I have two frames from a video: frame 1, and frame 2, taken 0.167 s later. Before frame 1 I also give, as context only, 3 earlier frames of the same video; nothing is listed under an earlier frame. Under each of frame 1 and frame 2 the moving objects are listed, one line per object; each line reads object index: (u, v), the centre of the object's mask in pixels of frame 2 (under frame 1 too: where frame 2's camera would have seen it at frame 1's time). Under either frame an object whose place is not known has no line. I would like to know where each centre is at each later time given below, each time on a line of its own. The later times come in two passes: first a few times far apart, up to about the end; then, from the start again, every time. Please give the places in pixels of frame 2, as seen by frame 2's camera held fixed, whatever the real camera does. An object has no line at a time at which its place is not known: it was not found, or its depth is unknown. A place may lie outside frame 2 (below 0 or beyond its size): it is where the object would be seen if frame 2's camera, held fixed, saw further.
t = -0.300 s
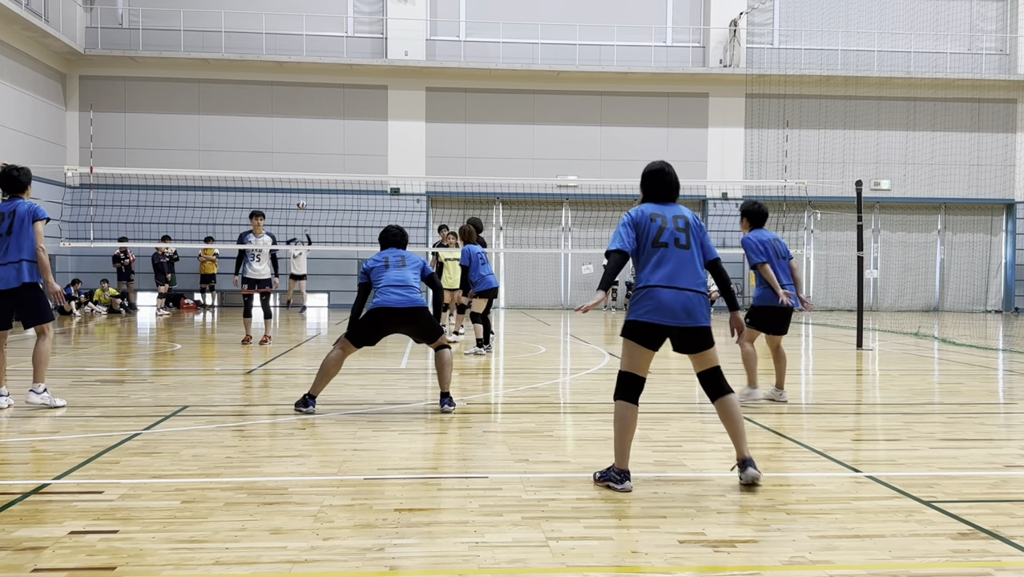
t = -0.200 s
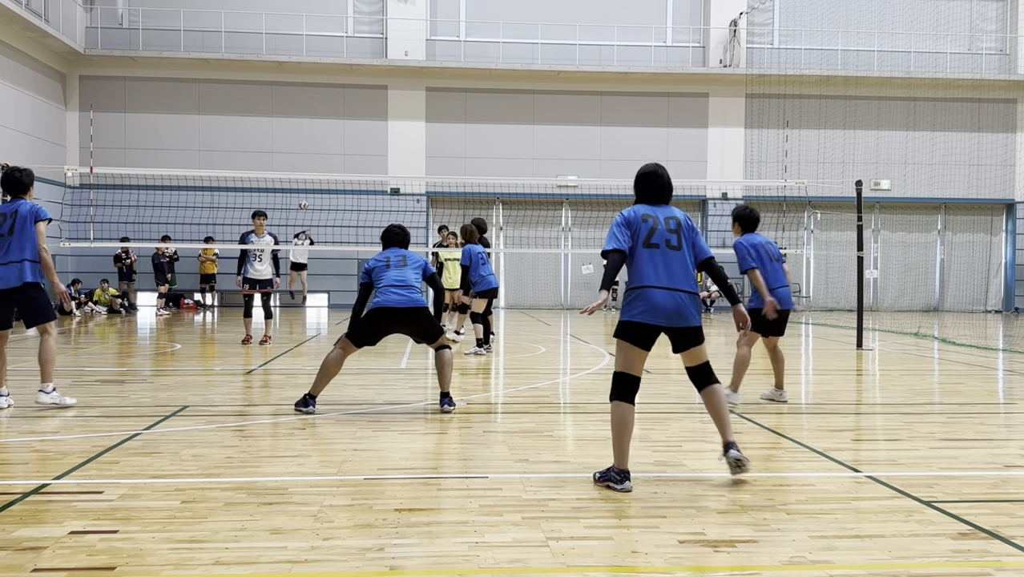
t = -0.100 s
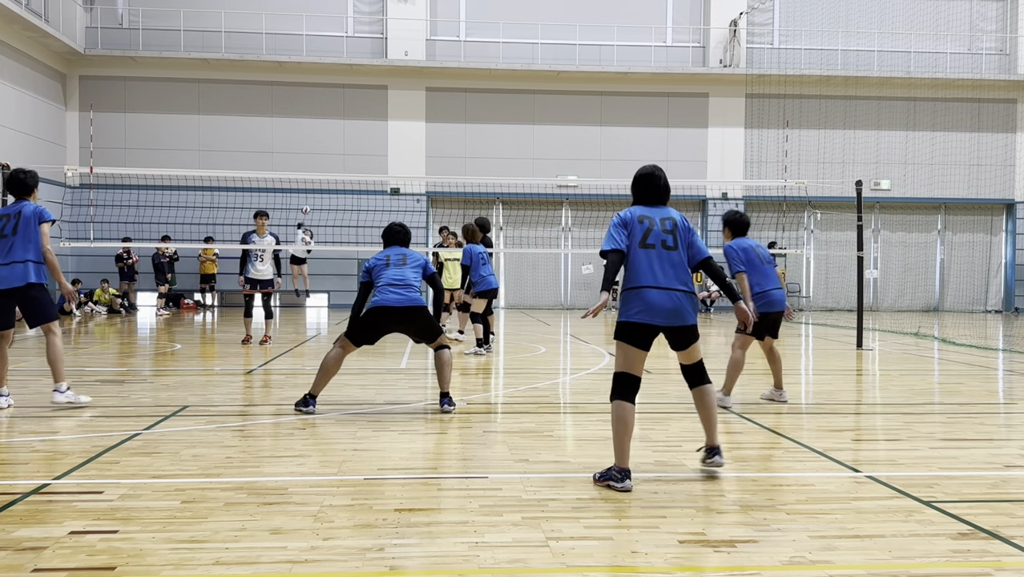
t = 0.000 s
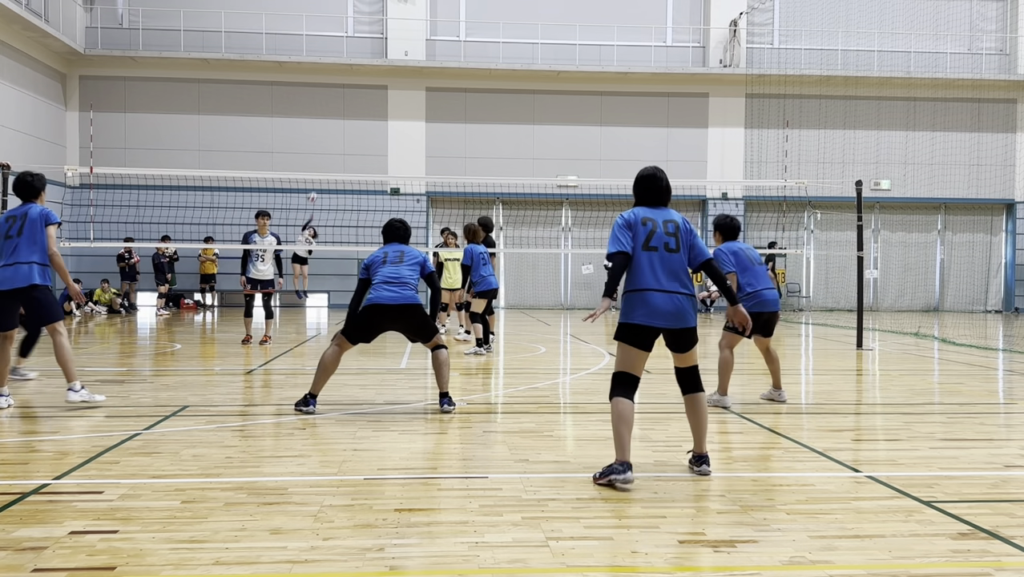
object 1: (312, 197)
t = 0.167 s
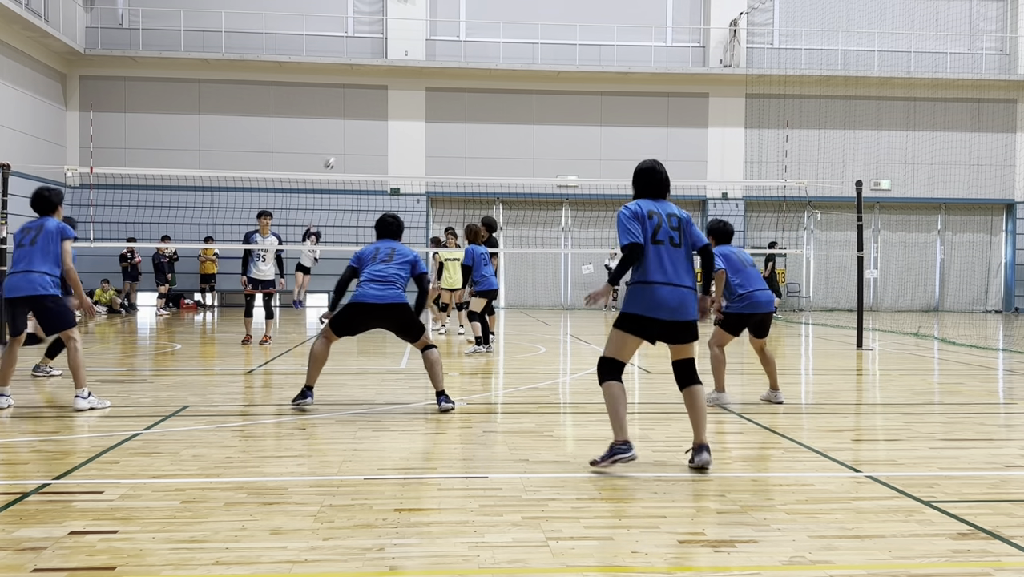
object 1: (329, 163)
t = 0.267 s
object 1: (344, 147)
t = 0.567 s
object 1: (402, 134)
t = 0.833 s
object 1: (475, 193)
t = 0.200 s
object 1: (334, 157)
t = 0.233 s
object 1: (339, 152)
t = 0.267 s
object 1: (344, 147)
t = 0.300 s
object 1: (350, 144)
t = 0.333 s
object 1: (356, 140)
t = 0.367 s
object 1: (361, 137)
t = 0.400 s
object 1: (367, 134)
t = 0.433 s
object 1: (373, 132)
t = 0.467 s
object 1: (380, 132)
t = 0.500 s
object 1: (387, 132)
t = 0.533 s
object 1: (394, 133)
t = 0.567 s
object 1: (402, 134)
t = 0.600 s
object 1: (409, 137)
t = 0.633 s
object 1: (417, 140)
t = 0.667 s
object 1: (426, 145)
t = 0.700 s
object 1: (435, 151)
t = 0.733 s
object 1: (444, 158)
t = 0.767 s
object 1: (453, 168)
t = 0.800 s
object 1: (463, 178)
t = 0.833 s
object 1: (475, 193)
